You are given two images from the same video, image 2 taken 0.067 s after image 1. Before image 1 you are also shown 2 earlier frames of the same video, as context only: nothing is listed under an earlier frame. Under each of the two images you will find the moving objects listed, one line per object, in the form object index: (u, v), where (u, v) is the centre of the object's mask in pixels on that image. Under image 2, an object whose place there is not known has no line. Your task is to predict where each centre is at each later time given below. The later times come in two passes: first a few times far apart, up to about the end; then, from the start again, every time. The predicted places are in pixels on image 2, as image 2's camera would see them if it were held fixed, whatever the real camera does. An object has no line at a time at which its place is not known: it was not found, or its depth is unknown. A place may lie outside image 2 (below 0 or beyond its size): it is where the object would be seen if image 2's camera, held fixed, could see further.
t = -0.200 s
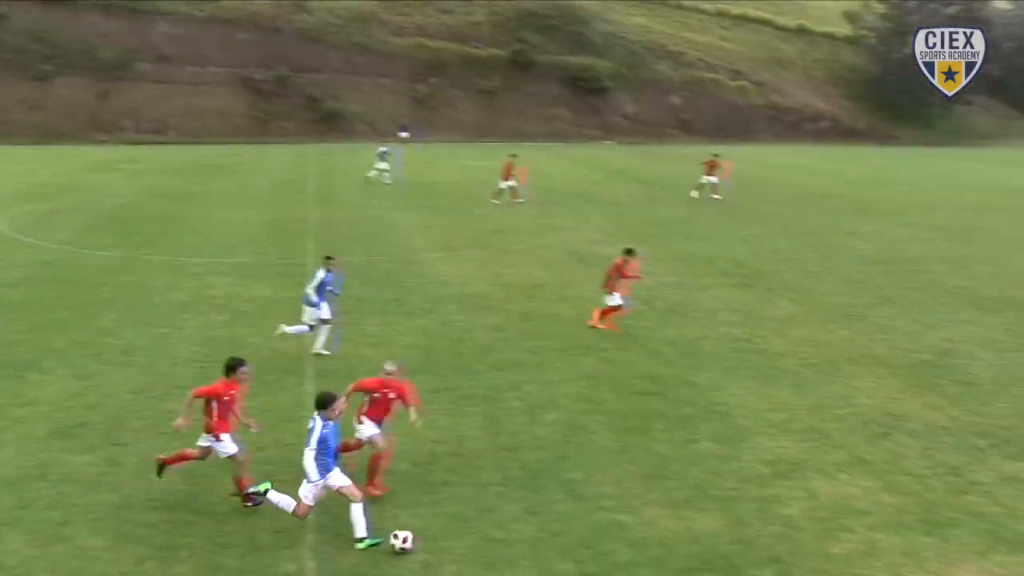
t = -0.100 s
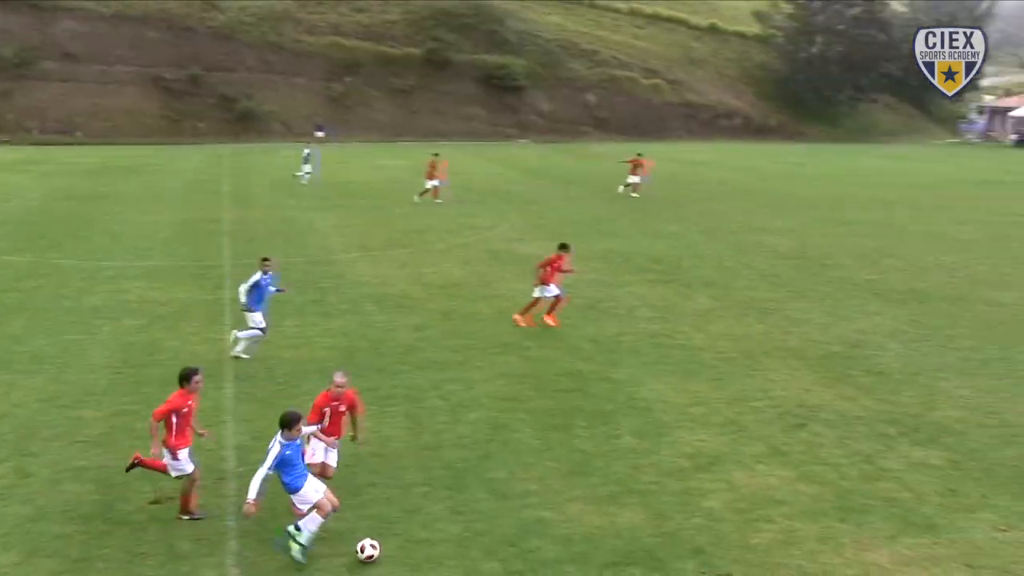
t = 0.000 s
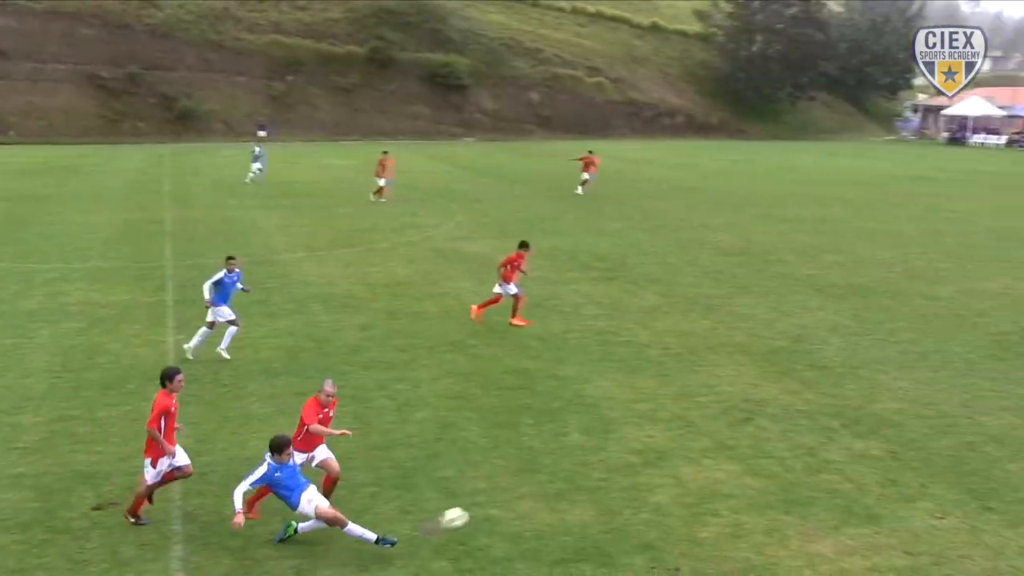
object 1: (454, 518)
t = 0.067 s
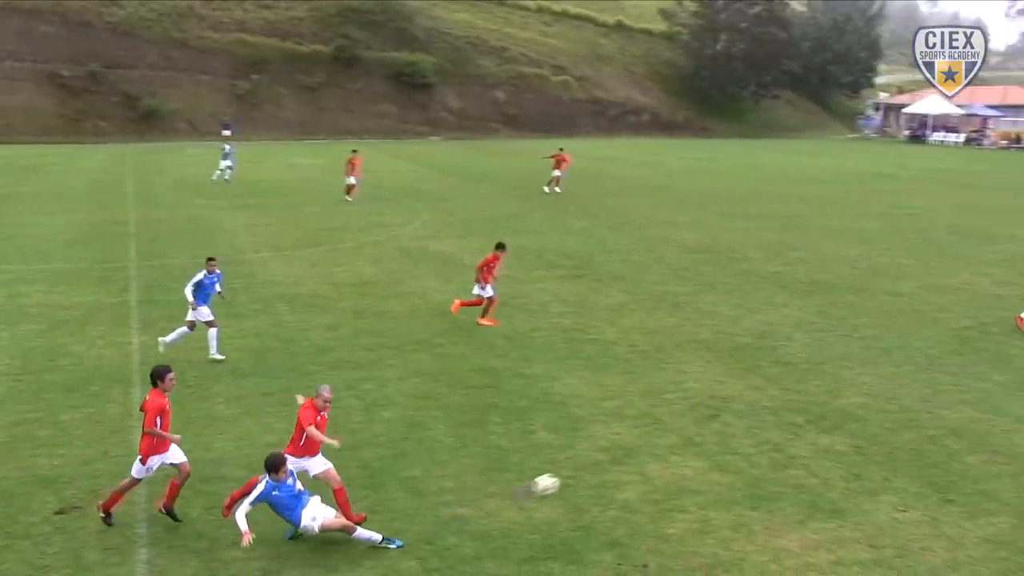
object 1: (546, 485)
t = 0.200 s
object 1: (762, 436)
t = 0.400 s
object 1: (1024, 397)
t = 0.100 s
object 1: (604, 470)
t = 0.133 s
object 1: (659, 456)
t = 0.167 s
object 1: (712, 445)
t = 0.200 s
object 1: (762, 436)
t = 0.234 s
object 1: (811, 425)
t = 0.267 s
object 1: (857, 418)
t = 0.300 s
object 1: (903, 412)
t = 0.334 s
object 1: (945, 406)
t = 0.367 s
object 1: (985, 401)
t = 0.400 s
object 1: (1024, 397)
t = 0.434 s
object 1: (1061, 393)
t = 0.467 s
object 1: (1097, 391)
